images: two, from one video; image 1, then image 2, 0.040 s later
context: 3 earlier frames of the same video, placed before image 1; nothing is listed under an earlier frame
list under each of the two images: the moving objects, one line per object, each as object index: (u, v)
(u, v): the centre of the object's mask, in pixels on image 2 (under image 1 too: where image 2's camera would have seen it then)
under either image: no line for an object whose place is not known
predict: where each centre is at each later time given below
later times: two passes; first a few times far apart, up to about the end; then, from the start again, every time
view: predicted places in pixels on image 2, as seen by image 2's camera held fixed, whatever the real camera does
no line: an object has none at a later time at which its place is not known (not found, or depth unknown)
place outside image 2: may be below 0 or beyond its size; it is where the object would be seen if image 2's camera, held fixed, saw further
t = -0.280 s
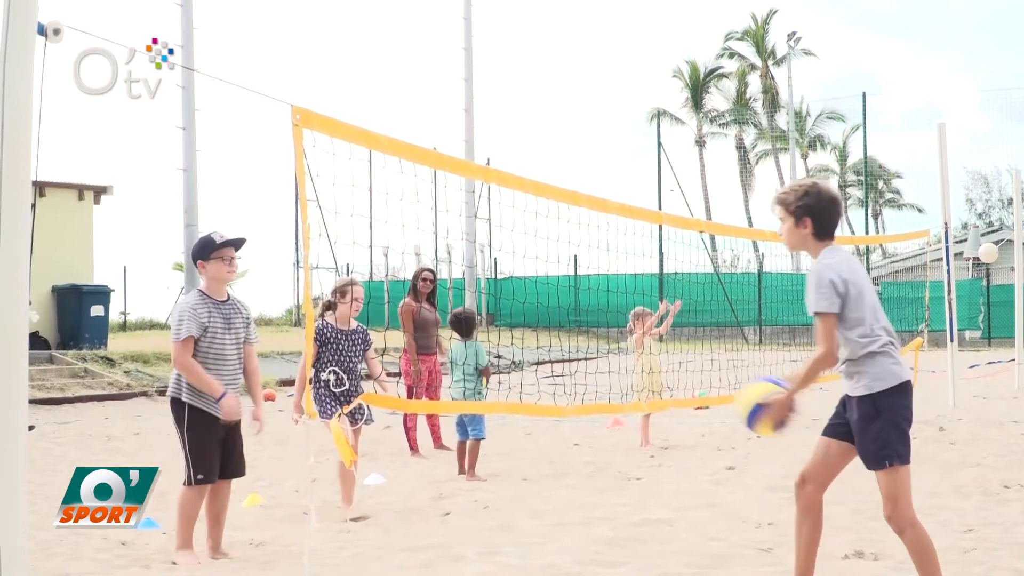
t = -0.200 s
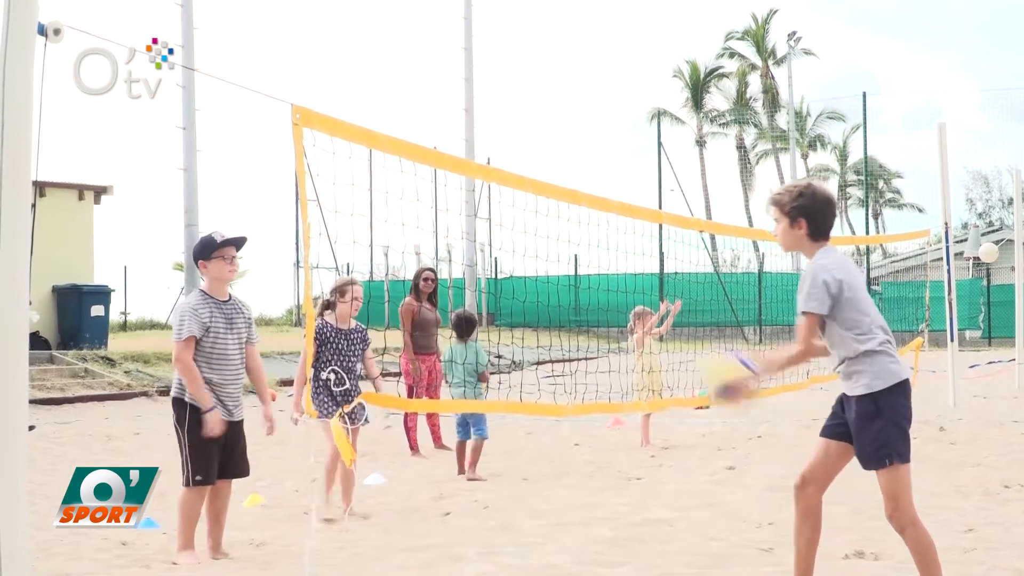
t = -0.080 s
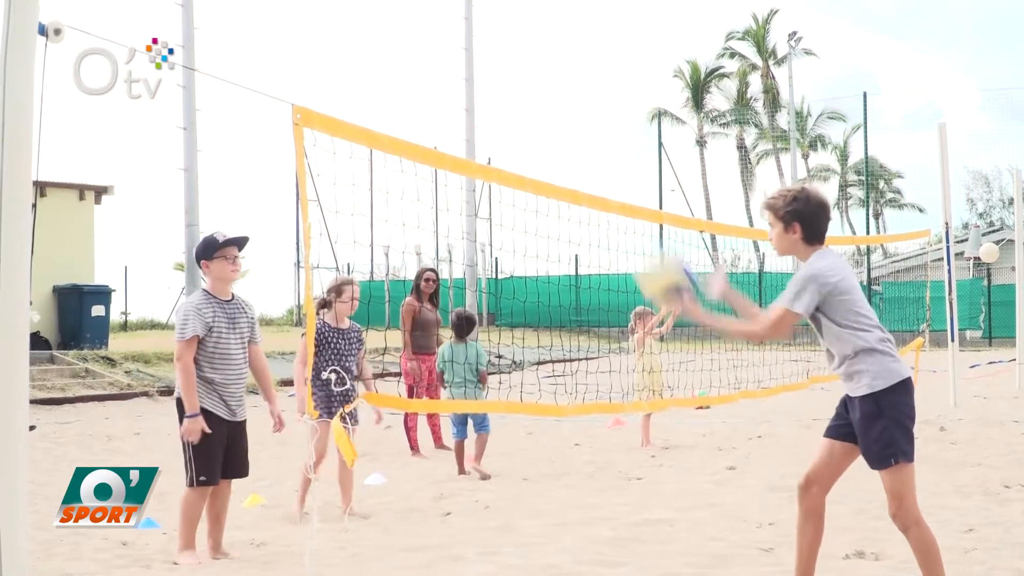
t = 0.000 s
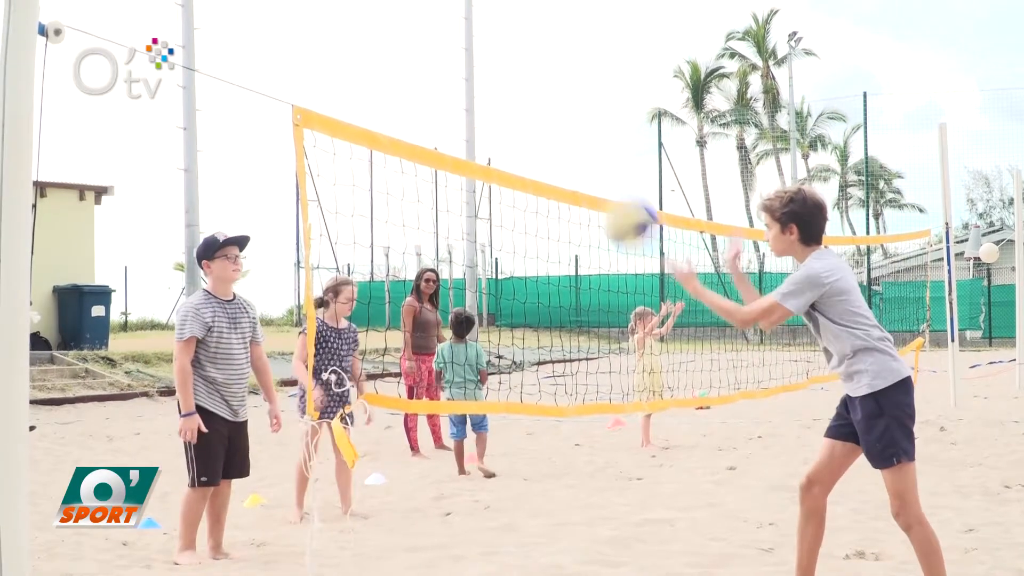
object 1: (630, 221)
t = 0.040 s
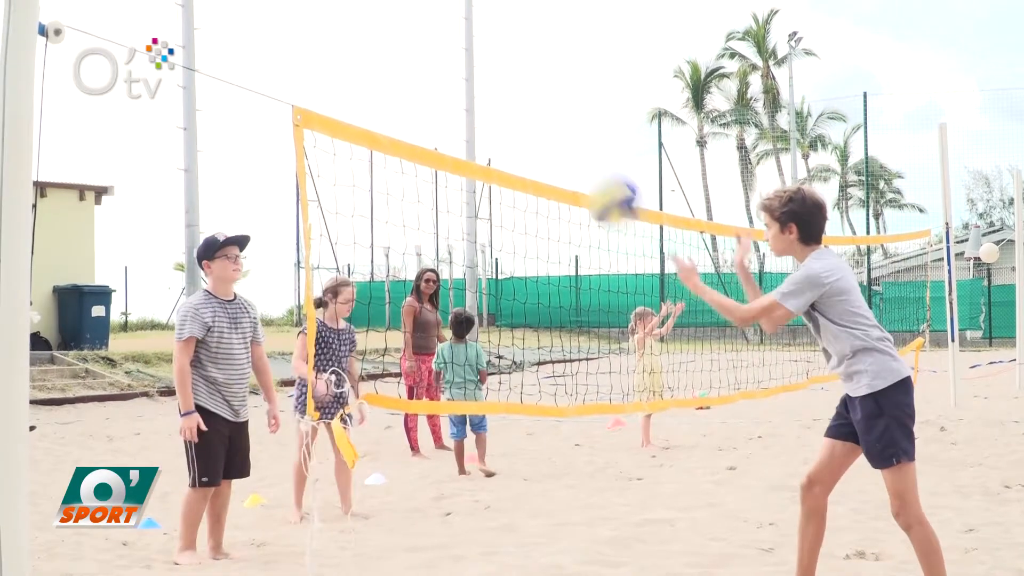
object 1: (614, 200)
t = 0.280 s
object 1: (518, 158)
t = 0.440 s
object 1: (485, 196)
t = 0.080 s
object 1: (595, 180)
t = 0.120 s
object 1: (580, 169)
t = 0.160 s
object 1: (565, 160)
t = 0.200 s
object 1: (549, 156)
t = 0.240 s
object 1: (533, 155)
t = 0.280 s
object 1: (518, 158)
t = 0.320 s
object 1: (503, 165)
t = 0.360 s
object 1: (493, 174)
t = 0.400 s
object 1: (488, 184)
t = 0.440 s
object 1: (485, 196)
